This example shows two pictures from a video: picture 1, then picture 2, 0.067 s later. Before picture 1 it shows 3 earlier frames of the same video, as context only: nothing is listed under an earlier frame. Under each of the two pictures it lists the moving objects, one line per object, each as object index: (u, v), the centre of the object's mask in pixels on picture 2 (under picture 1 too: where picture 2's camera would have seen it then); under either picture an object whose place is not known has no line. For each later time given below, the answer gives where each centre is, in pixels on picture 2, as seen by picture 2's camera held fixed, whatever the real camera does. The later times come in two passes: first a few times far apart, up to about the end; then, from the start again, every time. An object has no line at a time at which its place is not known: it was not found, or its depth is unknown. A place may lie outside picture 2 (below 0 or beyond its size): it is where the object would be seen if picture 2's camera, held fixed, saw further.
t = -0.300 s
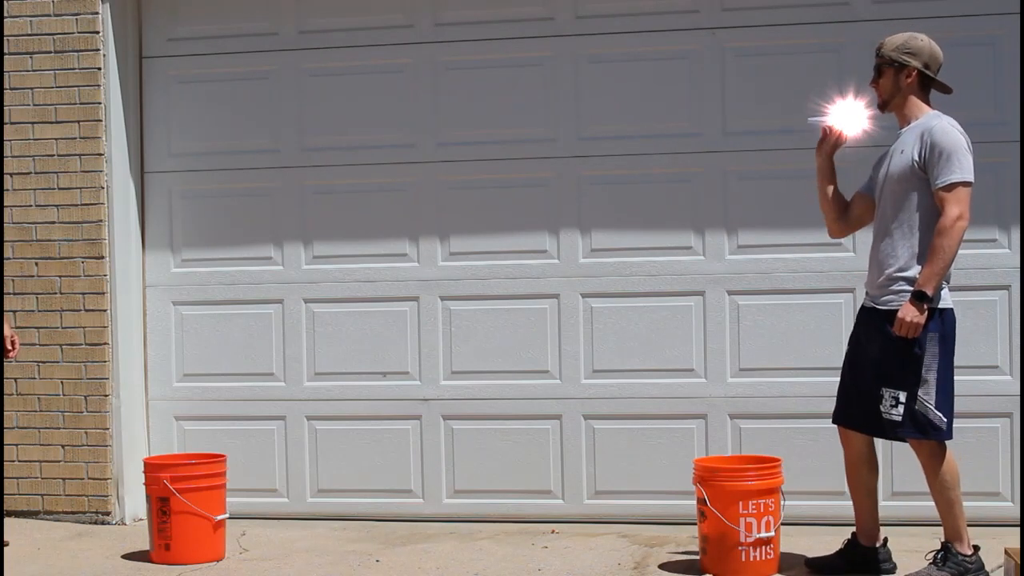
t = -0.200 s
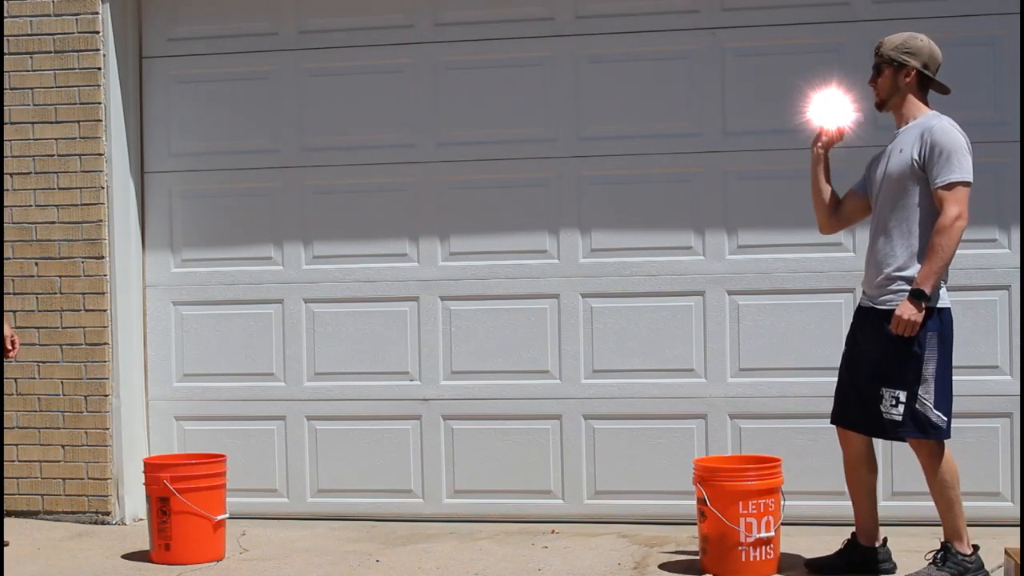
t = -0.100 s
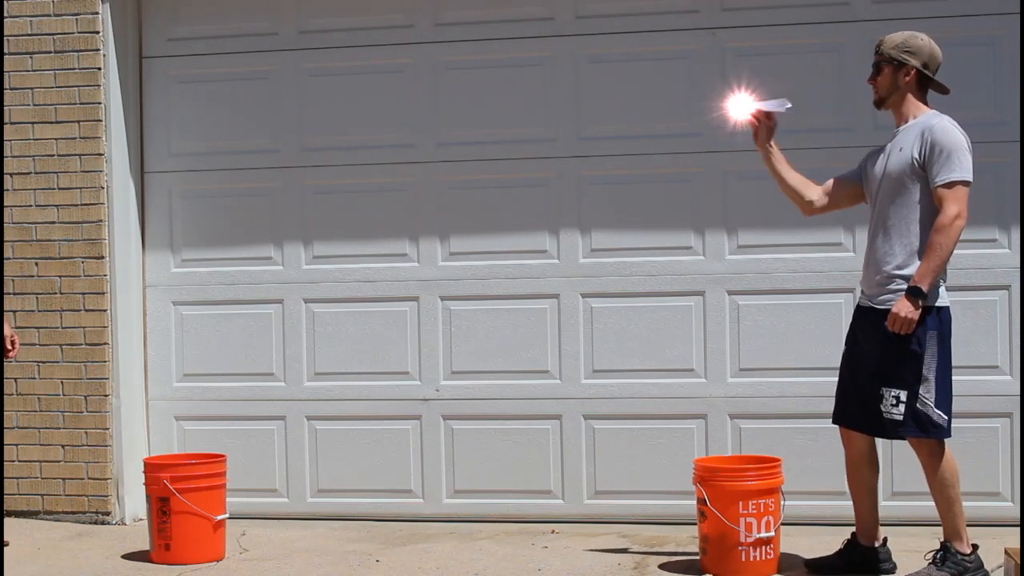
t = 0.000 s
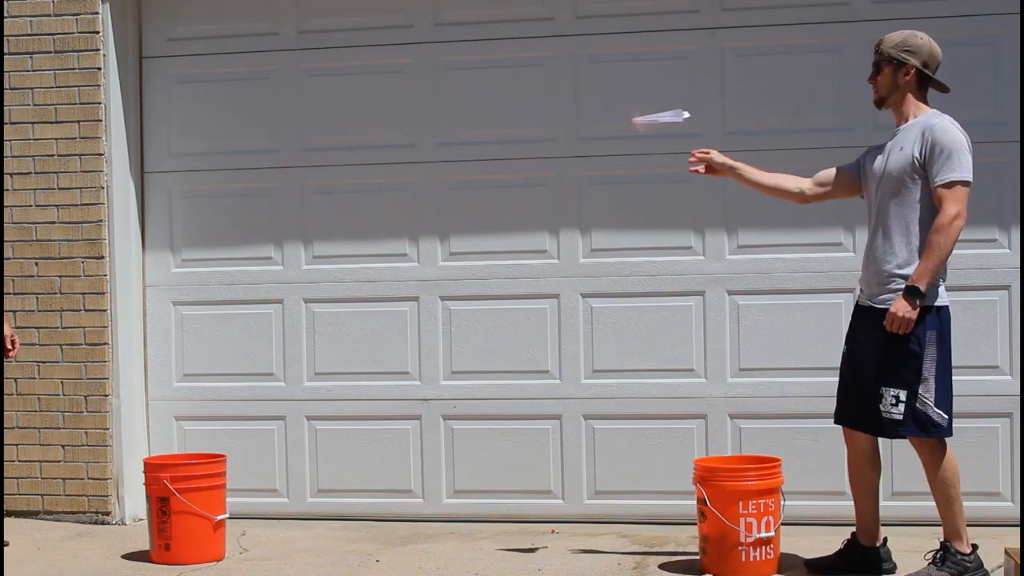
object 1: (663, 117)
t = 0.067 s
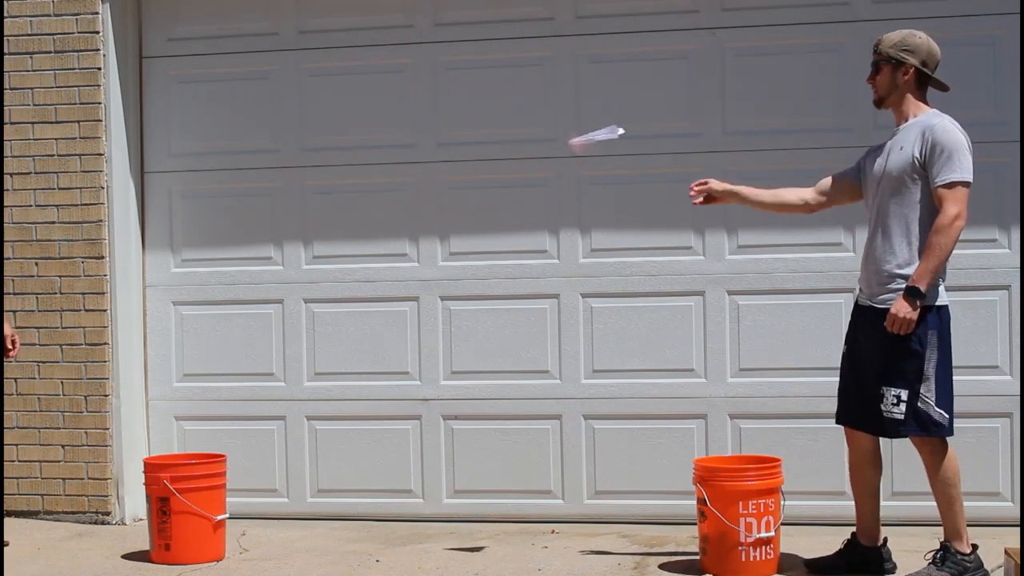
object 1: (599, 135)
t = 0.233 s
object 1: (446, 219)
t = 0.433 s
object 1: (278, 409)
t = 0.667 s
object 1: (235, 492)
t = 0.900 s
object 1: (243, 534)
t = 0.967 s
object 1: (246, 543)
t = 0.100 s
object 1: (567, 148)
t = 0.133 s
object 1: (535, 162)
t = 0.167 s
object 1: (504, 179)
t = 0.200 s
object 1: (474, 199)
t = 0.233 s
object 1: (446, 219)
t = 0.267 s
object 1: (416, 245)
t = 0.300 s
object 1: (387, 272)
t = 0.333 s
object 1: (357, 301)
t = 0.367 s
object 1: (328, 334)
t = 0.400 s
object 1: (302, 370)
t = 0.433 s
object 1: (278, 409)
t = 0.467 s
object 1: (252, 450)
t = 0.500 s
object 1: (233, 482)
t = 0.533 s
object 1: (233, 480)
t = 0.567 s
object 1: (233, 481)
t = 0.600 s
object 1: (235, 482)
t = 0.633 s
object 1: (234, 487)
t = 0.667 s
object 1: (235, 492)
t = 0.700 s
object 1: (236, 503)
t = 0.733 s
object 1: (237, 516)
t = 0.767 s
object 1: (239, 532)
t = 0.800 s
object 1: (240, 531)
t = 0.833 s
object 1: (241, 531)
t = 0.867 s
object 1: (242, 532)
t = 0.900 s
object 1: (243, 534)
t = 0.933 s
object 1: (245, 538)
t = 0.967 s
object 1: (246, 543)
